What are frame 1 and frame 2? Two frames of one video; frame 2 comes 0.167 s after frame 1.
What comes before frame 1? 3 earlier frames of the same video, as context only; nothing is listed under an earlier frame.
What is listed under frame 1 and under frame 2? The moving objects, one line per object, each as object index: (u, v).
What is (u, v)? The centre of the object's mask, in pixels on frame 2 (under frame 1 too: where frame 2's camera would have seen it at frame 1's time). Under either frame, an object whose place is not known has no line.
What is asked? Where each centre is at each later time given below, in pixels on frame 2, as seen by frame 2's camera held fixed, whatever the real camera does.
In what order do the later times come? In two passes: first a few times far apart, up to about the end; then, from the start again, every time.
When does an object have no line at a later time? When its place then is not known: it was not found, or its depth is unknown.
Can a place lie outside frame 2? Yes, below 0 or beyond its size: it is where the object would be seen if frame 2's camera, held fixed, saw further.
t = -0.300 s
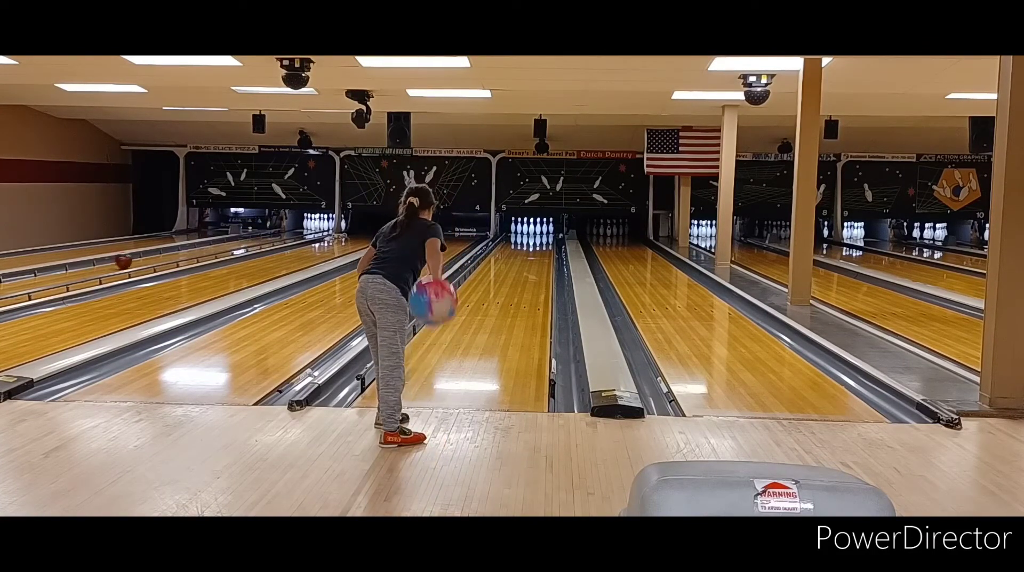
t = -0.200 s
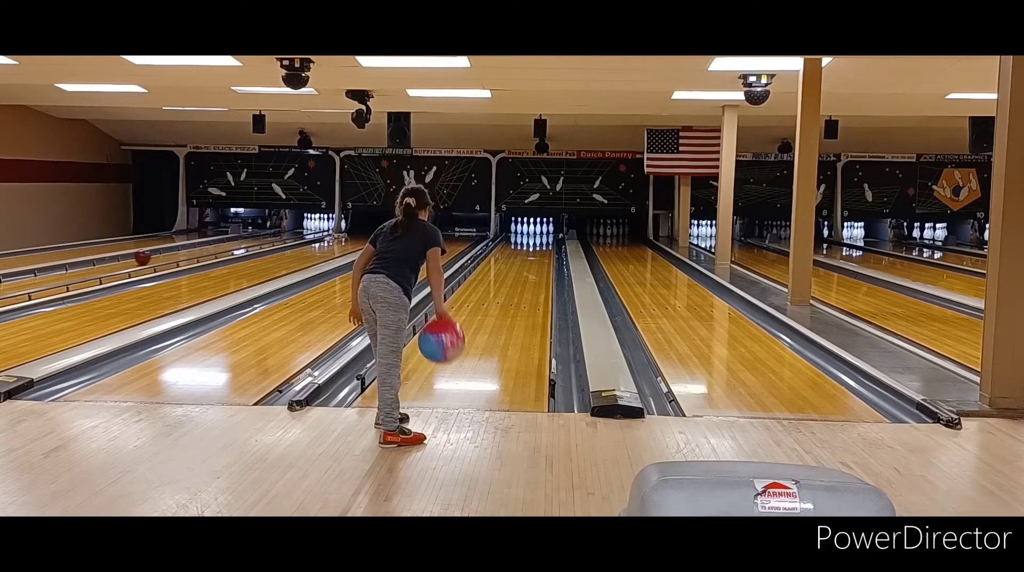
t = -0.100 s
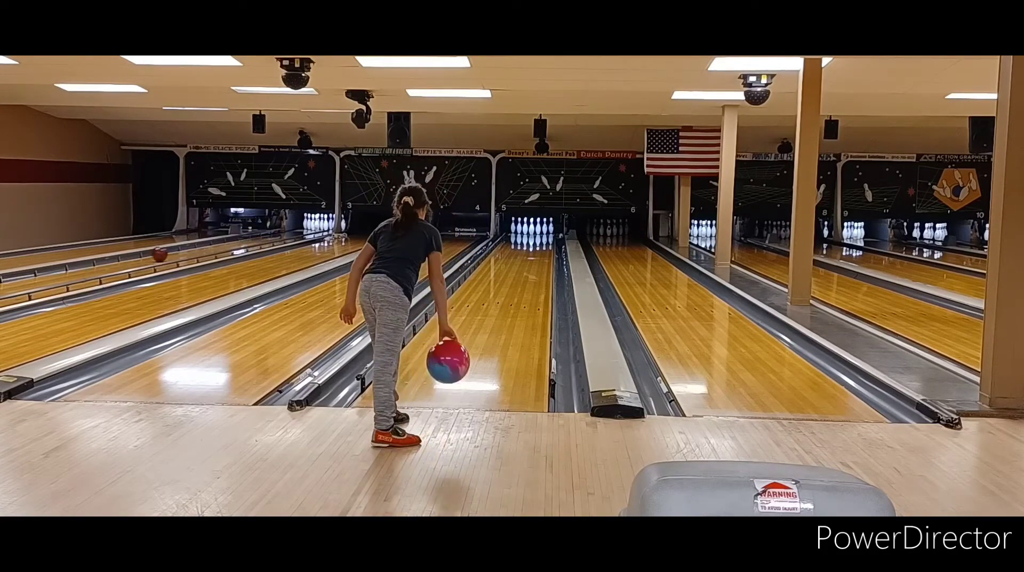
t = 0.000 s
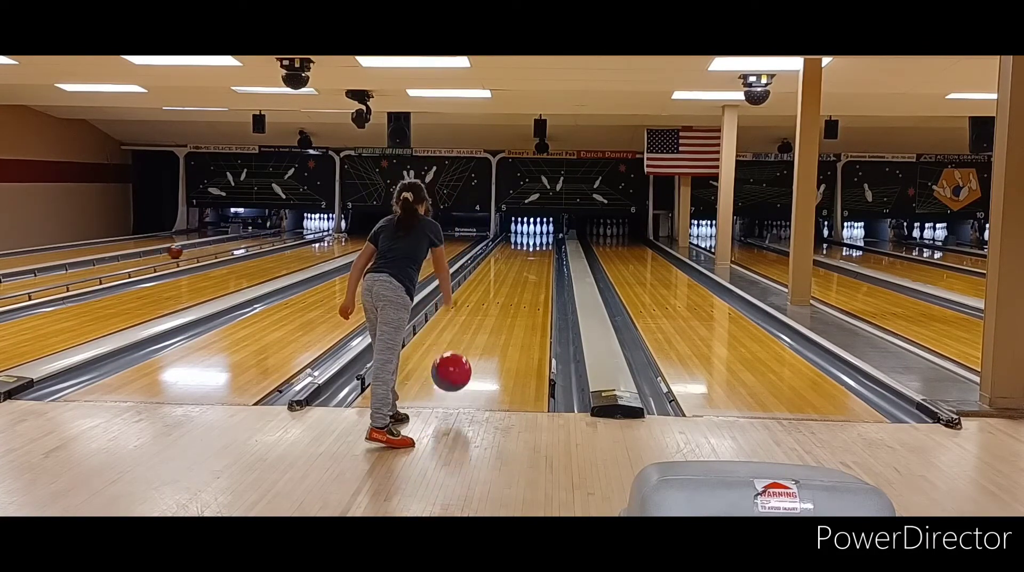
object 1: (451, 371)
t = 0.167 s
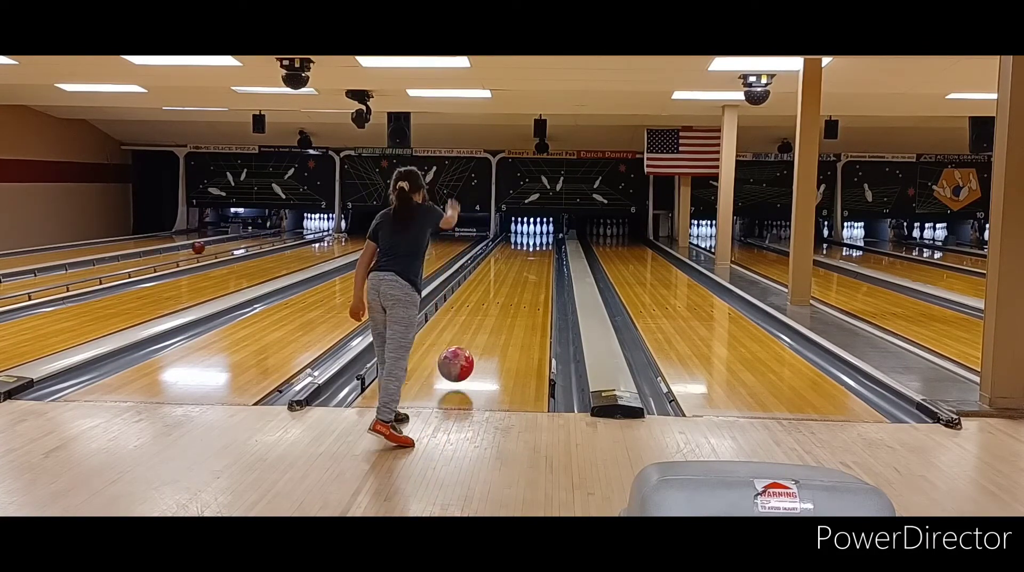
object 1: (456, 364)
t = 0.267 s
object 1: (458, 356)
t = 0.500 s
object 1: (463, 336)
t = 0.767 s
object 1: (469, 318)
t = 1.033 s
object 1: (471, 303)
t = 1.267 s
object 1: (477, 293)
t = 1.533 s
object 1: (475, 284)
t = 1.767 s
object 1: (476, 277)
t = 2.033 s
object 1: (478, 271)
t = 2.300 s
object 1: (480, 265)
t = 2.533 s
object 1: (486, 261)
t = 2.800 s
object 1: (492, 257)
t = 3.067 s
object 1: (497, 253)
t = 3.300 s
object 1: (500, 251)
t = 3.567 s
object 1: (504, 247)
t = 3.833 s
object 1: (507, 246)
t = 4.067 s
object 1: (510, 243)
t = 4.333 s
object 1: (512, 241)
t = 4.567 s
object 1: (514, 239)
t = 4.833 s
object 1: (516, 238)
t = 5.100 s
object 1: (518, 237)
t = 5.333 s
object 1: (520, 236)
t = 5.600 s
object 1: (522, 234)
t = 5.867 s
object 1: (524, 233)
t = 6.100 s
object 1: (525, 233)
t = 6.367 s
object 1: (527, 231)
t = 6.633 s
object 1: (526, 230)
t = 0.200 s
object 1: (456, 363)
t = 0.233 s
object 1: (457, 360)
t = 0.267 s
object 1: (458, 356)
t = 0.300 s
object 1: (459, 354)
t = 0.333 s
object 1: (459, 351)
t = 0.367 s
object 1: (460, 348)
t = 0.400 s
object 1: (461, 345)
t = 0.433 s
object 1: (462, 342)
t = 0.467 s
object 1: (462, 339)
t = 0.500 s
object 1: (463, 336)
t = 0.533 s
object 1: (463, 334)
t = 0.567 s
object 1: (464, 331)
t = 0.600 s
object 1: (464, 329)
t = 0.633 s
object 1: (465, 327)
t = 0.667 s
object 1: (466, 324)
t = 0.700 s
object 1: (469, 324)
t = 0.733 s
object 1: (471, 320)
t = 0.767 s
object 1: (469, 318)
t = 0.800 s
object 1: (468, 316)
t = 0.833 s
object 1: (468, 314)
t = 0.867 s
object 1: (469, 312)
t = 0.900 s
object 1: (469, 311)
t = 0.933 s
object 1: (469, 309)
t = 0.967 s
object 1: (470, 307)
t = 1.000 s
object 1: (470, 305)
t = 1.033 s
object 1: (471, 303)
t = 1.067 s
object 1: (471, 302)
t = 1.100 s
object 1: (471, 300)
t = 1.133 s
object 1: (471, 299)
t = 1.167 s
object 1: (473, 297)
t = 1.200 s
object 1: (475, 296)
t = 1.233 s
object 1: (476, 294)
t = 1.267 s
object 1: (477, 293)
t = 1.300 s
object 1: (478, 292)
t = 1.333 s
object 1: (479, 290)
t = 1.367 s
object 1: (480, 289)
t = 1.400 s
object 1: (477, 289)
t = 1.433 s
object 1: (474, 287)
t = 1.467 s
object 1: (474, 286)
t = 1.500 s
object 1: (474, 285)
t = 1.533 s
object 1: (475, 284)
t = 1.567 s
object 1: (475, 283)
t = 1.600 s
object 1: (475, 282)
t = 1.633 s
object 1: (476, 281)
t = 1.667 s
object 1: (476, 280)
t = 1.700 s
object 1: (476, 279)
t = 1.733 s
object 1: (476, 278)
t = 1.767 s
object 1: (476, 277)
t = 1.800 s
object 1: (477, 276)
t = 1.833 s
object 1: (477, 275)
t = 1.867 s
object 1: (477, 275)
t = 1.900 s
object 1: (477, 274)
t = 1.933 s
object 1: (477, 273)
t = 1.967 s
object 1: (477, 272)
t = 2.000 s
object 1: (478, 271)
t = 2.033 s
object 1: (478, 271)
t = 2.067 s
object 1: (478, 270)
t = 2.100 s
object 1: (478, 269)
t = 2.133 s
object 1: (478, 268)
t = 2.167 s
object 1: (478, 268)
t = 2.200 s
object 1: (478, 267)
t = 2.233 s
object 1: (478, 266)
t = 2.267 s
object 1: (479, 265)
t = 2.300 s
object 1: (480, 265)
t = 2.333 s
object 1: (481, 264)
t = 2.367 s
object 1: (482, 263)
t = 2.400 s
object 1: (483, 263)
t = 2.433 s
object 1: (484, 262)
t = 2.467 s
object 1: (484, 262)
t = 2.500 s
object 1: (485, 261)
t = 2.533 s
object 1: (486, 261)
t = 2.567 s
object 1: (487, 260)
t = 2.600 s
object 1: (488, 260)
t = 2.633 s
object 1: (489, 259)
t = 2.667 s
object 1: (489, 259)
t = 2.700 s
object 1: (490, 258)
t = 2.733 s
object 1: (491, 258)
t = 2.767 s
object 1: (491, 257)
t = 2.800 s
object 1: (492, 257)
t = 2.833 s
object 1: (493, 256)
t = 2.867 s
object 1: (493, 256)
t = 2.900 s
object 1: (494, 255)
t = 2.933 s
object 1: (495, 255)
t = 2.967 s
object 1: (495, 254)
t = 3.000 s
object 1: (496, 254)
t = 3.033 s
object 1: (496, 254)
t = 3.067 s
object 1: (497, 253)
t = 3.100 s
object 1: (497, 253)
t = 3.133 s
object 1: (498, 253)
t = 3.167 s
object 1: (498, 252)
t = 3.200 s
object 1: (499, 252)
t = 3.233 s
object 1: (499, 251)
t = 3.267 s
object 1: (500, 251)
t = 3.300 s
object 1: (500, 251)
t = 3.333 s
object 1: (501, 250)
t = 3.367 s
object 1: (501, 249)
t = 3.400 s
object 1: (502, 250)
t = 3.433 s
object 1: (503, 249)
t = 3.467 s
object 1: (502, 248)
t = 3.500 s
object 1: (503, 248)
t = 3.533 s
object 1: (503, 248)
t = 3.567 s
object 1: (504, 247)
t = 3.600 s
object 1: (504, 247)
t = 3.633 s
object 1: (505, 247)
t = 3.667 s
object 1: (505, 247)
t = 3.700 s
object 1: (506, 247)
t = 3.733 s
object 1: (505, 246)
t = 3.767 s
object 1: (506, 246)
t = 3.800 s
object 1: (506, 246)
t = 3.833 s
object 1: (507, 246)
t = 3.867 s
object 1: (507, 245)
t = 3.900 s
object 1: (508, 245)
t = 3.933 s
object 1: (508, 245)
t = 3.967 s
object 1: (509, 244)
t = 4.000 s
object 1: (509, 244)
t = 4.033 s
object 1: (509, 244)
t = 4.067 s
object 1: (510, 243)
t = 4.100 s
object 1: (510, 243)
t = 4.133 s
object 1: (510, 243)
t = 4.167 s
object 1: (511, 243)
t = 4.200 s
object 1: (511, 242)
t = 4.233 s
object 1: (511, 242)
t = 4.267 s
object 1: (511, 242)
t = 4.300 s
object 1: (511, 242)
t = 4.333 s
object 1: (512, 241)
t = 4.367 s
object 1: (512, 240)
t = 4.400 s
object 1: (513, 240)
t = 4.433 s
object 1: (513, 240)
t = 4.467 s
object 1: (513, 240)
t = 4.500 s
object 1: (513, 240)
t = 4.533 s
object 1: (513, 240)
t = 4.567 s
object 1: (514, 239)
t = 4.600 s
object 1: (514, 239)
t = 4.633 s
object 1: (514, 239)
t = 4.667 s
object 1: (515, 239)
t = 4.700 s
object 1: (515, 239)
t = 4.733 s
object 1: (515, 239)
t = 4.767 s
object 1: (516, 239)
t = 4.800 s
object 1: (516, 238)
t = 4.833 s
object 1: (516, 238)
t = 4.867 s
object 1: (516, 238)
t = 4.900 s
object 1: (516, 238)
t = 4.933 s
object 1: (516, 238)
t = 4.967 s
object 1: (516, 239)
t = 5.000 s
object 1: (517, 237)
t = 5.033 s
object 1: (518, 237)
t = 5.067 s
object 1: (518, 237)
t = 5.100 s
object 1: (518, 237)
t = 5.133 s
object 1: (518, 237)
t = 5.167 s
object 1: (519, 237)
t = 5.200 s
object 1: (519, 237)
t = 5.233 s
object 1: (519, 237)
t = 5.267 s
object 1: (519, 236)
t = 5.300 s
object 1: (520, 236)
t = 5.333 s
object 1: (520, 236)
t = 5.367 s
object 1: (520, 236)
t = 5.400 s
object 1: (520, 235)
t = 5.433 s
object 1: (521, 235)
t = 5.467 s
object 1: (521, 235)
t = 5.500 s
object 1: (521, 235)
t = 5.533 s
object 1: (521, 235)
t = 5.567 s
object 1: (522, 234)
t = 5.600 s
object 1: (522, 234)
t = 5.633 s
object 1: (522, 234)
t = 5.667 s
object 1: (523, 234)
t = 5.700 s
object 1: (523, 234)
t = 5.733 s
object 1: (523, 234)
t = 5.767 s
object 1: (523, 233)
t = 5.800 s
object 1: (524, 233)
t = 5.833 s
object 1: (524, 233)
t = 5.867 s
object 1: (524, 233)
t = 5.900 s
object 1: (524, 233)
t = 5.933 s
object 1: (524, 233)
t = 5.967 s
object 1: (525, 233)
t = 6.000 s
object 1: (525, 233)
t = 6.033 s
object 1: (525, 233)
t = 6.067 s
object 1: (525, 233)
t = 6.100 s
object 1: (525, 233)
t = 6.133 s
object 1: (525, 232)
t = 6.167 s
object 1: (525, 232)
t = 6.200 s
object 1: (526, 232)
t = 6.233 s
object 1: (526, 232)
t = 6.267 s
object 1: (526, 232)
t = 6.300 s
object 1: (526, 232)
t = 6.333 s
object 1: (527, 231)
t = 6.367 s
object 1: (527, 231)
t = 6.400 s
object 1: (528, 231)
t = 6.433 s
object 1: (528, 231)
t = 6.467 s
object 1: (528, 231)
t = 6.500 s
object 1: (527, 231)
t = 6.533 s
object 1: (527, 230)
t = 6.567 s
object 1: (526, 230)
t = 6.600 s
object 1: (526, 230)
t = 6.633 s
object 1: (526, 230)
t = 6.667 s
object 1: (525, 230)
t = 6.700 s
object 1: (525, 230)
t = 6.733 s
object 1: (525, 230)
